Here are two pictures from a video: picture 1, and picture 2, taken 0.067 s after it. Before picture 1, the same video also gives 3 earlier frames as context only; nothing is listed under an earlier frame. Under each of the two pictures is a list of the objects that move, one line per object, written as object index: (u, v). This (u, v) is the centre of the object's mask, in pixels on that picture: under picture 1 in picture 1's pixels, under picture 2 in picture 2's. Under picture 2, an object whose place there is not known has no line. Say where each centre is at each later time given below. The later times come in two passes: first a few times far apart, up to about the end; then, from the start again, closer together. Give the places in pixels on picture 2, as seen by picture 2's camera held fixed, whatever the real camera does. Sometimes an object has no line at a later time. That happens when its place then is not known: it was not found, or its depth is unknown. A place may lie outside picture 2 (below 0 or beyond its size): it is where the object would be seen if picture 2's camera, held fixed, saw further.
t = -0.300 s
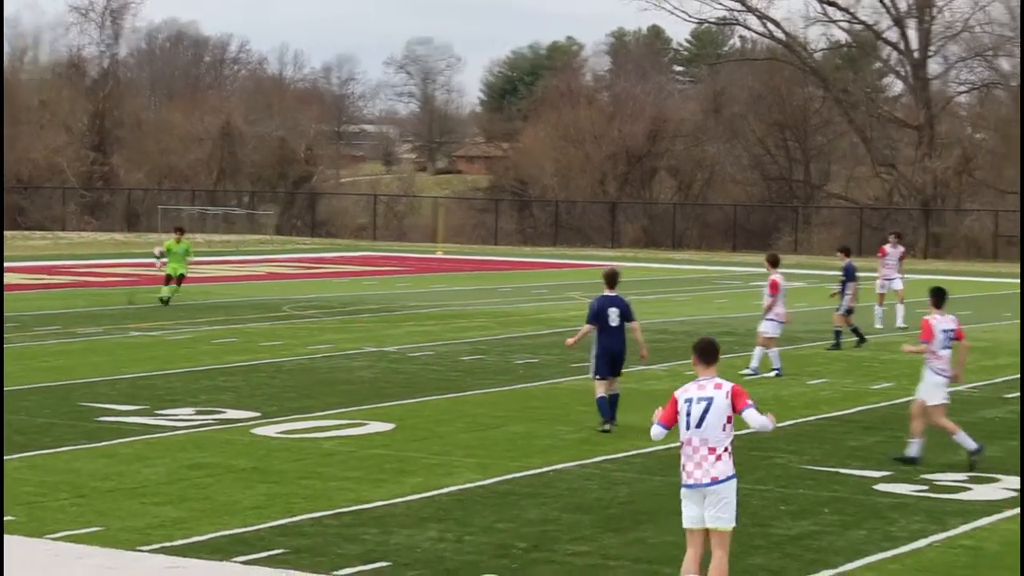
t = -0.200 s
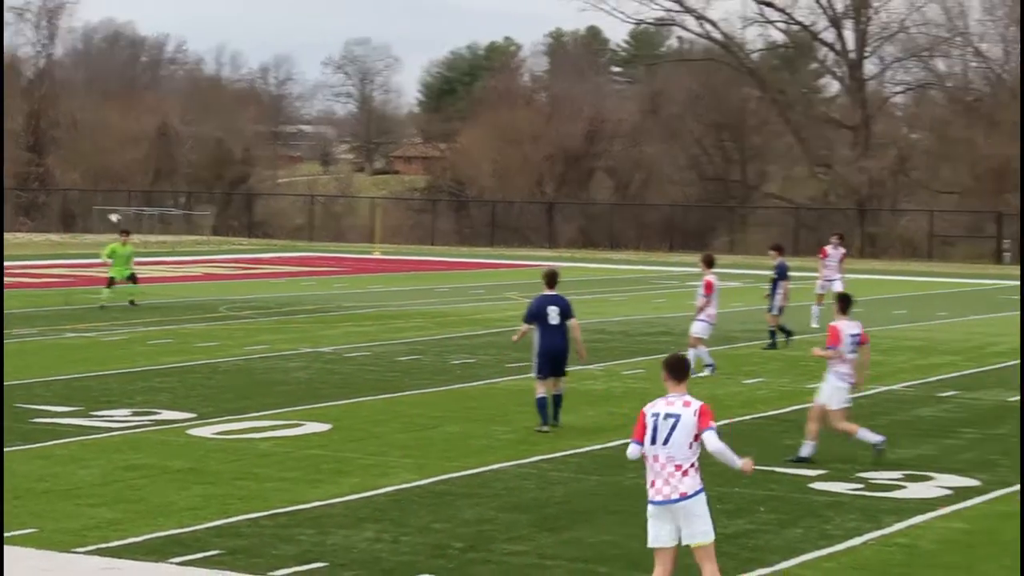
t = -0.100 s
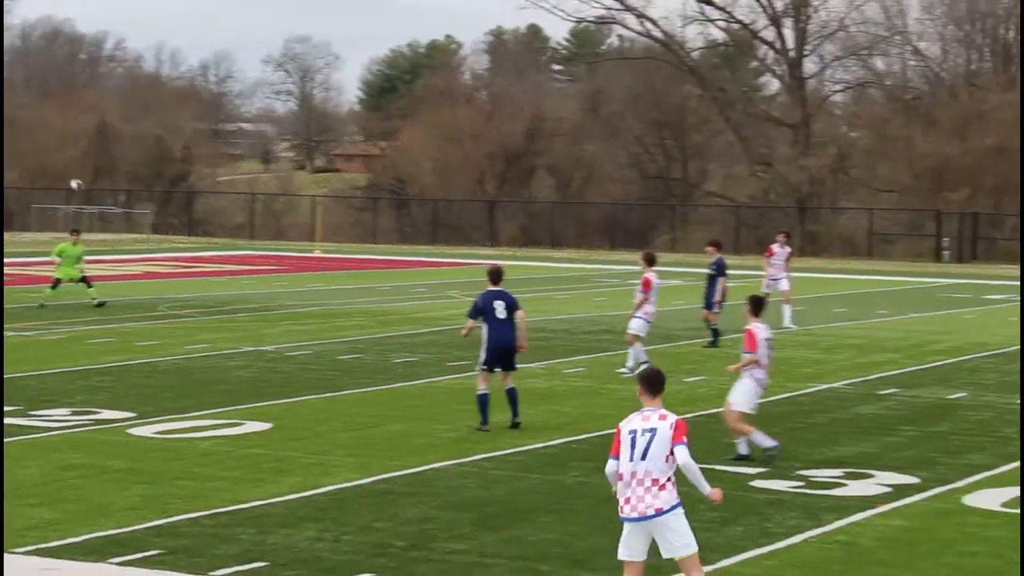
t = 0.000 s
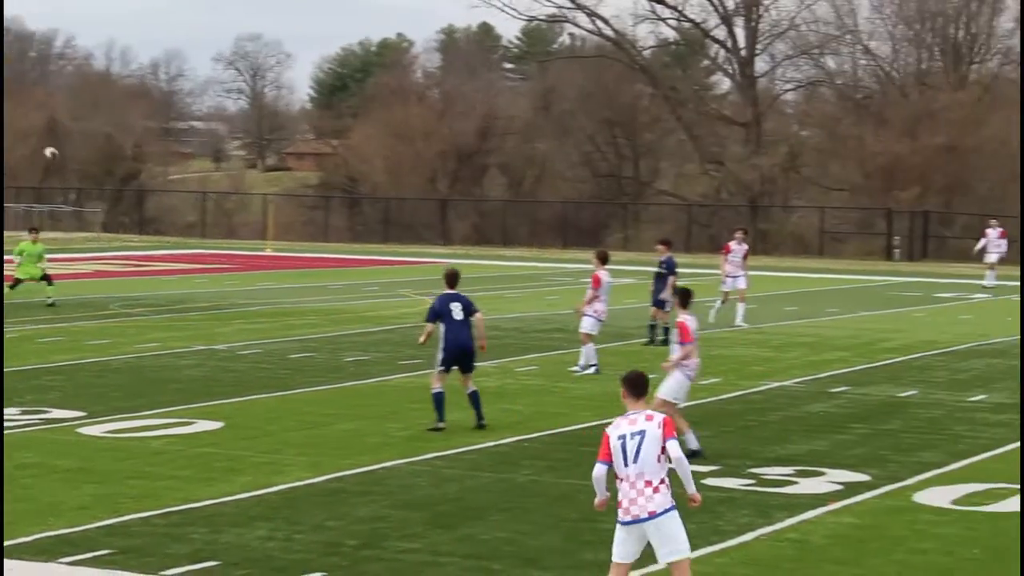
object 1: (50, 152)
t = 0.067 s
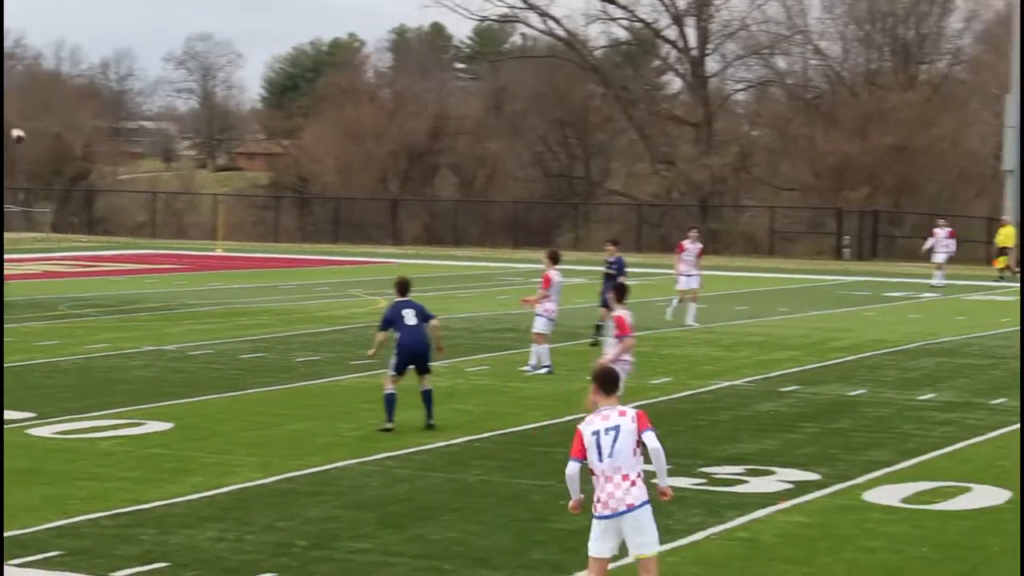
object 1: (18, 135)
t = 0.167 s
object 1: (52, 110)
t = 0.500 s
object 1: (169, 56)
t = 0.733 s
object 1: (272, 48)
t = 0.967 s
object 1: (402, 74)
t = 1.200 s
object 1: (560, 152)
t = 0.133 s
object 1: (41, 117)
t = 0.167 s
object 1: (52, 110)
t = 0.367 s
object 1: (119, 73)
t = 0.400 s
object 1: (129, 67)
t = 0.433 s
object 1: (143, 63)
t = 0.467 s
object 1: (156, 60)
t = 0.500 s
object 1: (169, 56)
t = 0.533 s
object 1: (182, 52)
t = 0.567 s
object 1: (195, 50)
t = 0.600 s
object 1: (209, 47)
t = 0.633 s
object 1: (225, 46)
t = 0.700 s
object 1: (255, 47)
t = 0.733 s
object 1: (272, 48)
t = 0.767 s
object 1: (289, 51)
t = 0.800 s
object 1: (308, 46)
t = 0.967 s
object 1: (402, 74)
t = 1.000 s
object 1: (422, 81)
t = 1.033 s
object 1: (443, 89)
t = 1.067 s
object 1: (466, 100)
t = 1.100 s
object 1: (489, 110)
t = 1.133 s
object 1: (512, 125)
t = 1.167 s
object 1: (535, 138)
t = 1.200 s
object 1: (560, 152)
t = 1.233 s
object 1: (584, 166)
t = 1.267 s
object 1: (611, 184)
